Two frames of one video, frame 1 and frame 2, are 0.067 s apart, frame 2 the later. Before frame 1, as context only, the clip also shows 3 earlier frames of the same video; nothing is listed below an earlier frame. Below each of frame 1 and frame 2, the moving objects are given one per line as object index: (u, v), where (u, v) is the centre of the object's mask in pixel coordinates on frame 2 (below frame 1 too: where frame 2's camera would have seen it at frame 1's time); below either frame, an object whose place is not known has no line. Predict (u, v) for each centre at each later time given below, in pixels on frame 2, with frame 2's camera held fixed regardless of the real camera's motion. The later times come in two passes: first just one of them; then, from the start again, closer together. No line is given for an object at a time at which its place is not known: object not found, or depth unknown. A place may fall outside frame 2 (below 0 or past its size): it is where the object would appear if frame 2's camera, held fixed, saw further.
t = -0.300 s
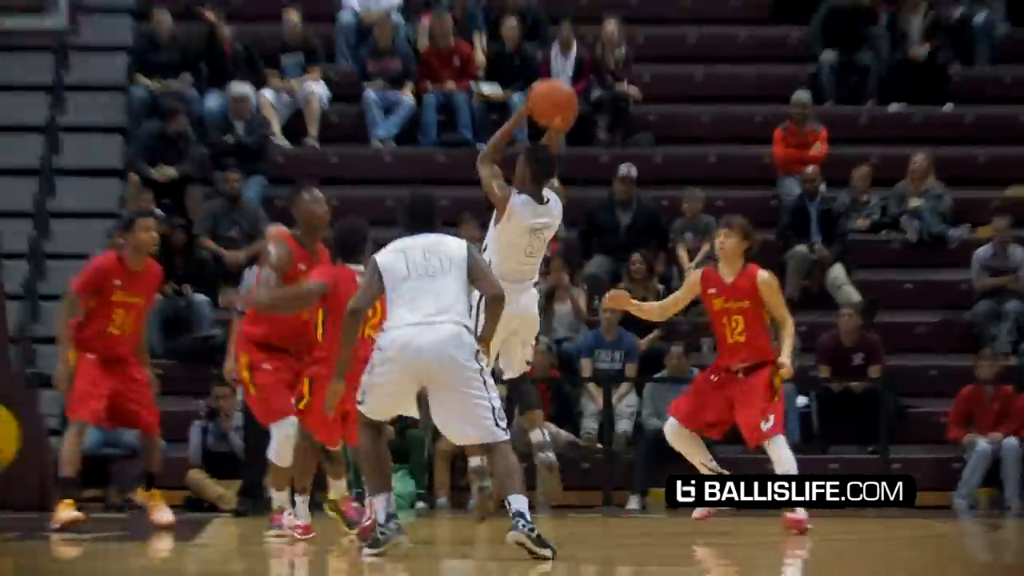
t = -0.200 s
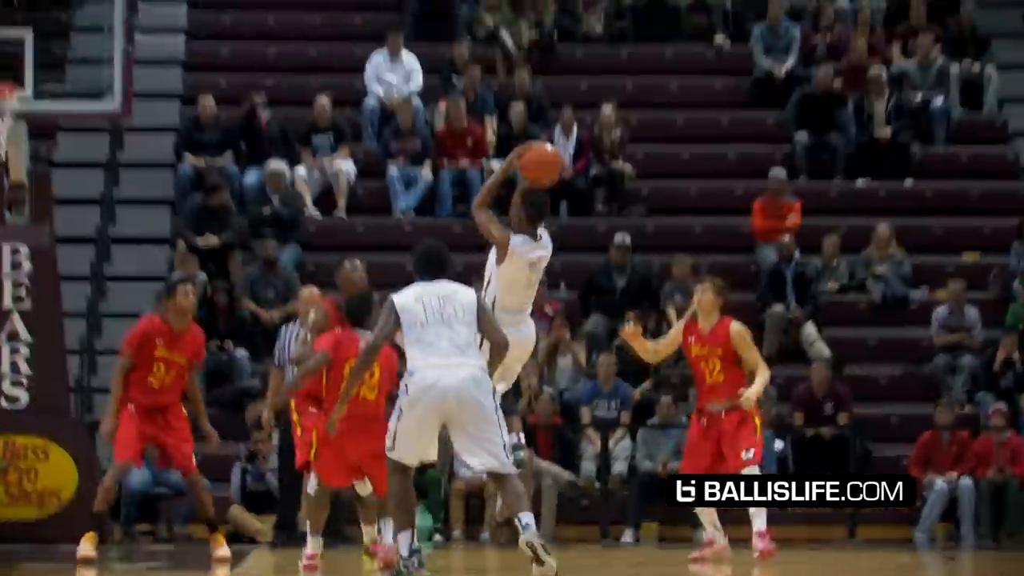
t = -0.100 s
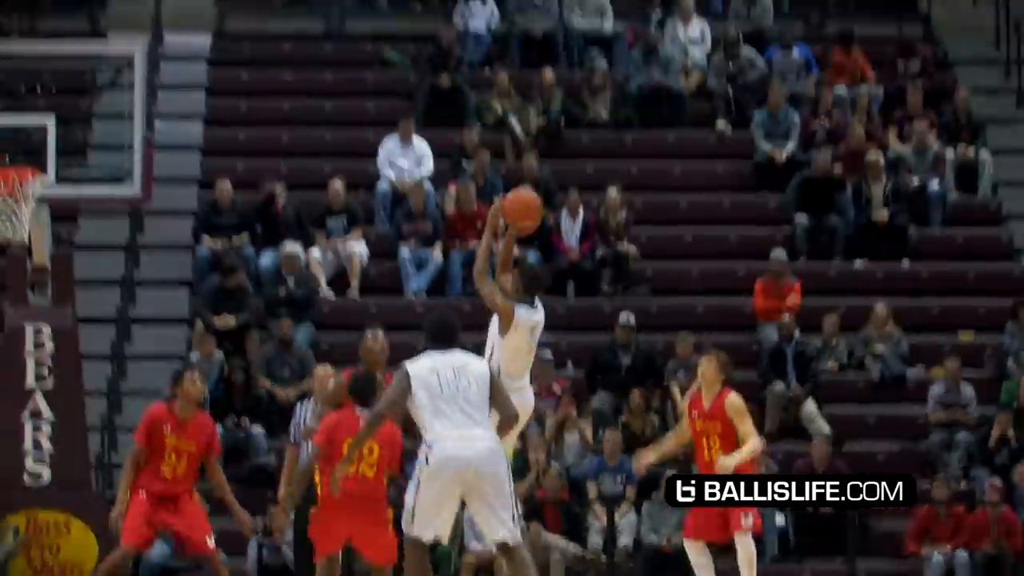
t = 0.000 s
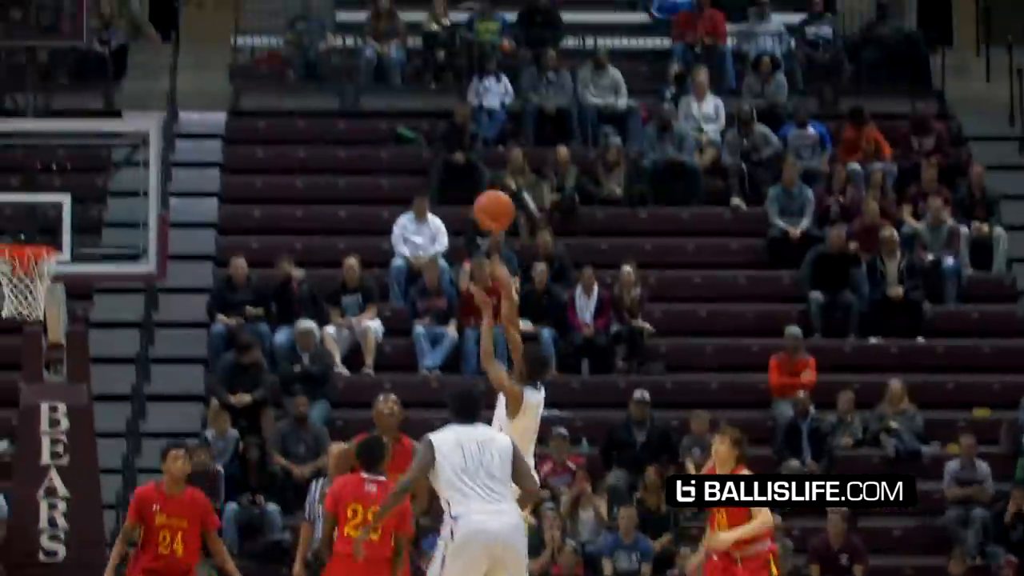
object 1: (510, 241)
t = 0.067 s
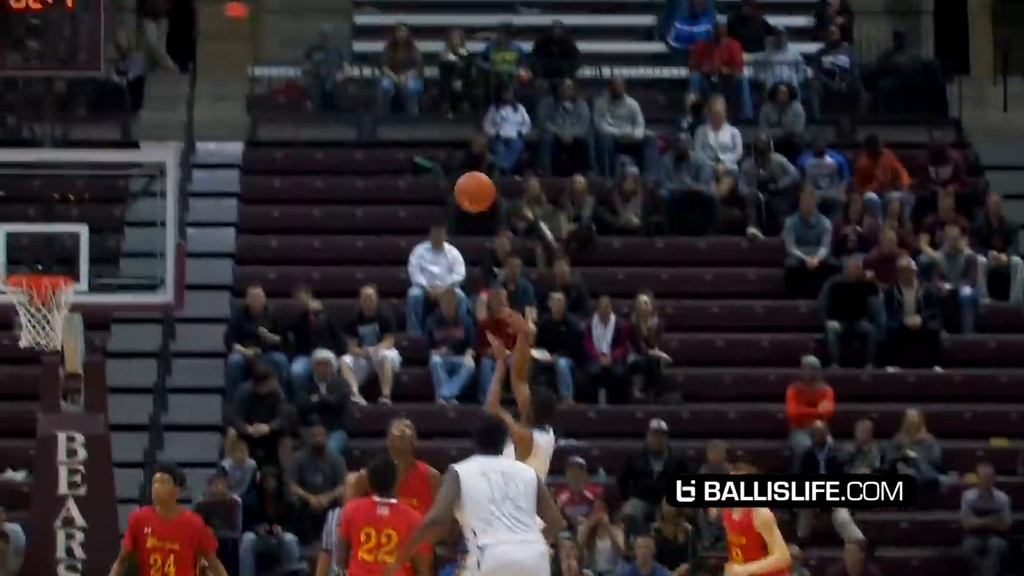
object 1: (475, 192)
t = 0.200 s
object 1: (407, 121)
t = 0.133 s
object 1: (440, 153)
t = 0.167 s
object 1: (423, 136)
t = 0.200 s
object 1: (407, 121)
